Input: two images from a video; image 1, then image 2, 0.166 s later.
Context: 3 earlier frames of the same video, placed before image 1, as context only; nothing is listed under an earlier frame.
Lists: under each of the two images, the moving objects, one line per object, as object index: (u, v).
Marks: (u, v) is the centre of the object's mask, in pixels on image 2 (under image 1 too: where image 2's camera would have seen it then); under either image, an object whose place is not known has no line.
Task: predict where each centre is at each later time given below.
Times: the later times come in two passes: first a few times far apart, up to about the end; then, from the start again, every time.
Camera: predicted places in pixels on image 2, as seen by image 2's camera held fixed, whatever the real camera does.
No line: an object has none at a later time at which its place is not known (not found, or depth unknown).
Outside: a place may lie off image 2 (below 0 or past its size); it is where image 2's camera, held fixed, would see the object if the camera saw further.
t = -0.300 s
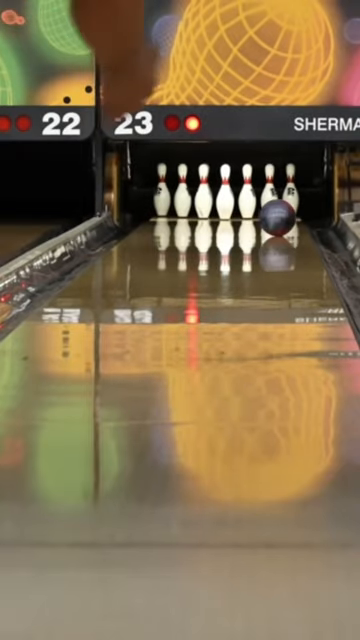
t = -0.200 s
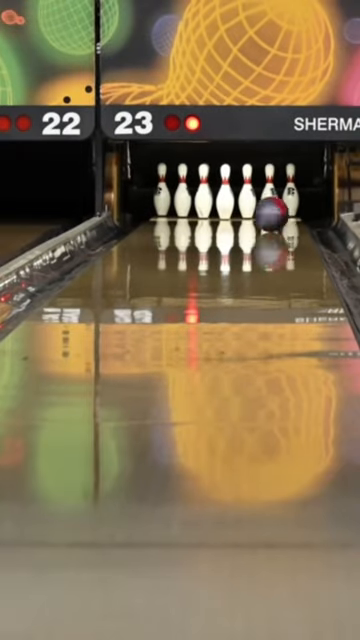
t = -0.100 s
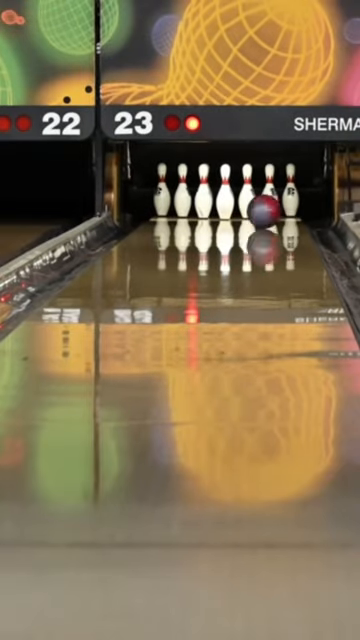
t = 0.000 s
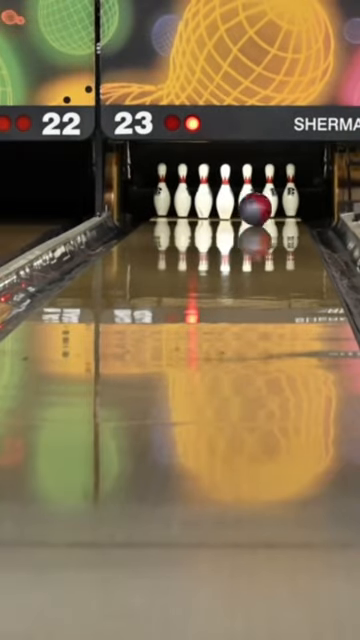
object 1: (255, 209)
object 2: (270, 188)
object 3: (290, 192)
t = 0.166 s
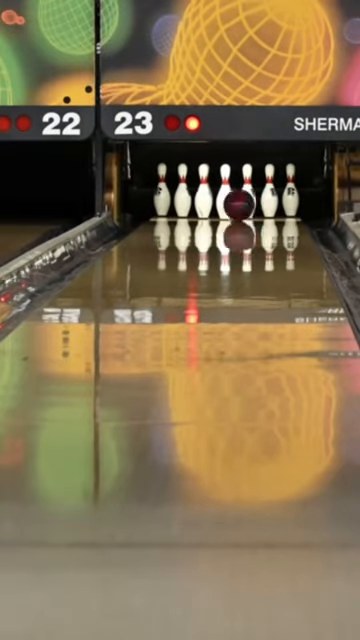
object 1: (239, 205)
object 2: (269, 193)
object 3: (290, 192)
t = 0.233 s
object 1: (239, 203)
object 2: (269, 193)
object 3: (290, 192)
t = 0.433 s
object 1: (243, 201)
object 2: (300, 194)
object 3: (283, 192)
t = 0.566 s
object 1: (245, 204)
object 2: (299, 208)
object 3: (269, 195)
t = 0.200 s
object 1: (238, 203)
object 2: (269, 193)
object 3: (290, 192)
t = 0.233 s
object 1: (239, 203)
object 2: (269, 193)
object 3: (290, 192)
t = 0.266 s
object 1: (238, 203)
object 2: (272, 193)
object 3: (291, 192)
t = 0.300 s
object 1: (238, 202)
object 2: (277, 186)
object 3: (292, 193)
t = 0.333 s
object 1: (239, 203)
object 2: (304, 196)
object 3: (289, 194)
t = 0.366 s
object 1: (240, 202)
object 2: (310, 195)
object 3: (290, 193)
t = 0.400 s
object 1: (242, 202)
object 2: (302, 193)
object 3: (288, 193)
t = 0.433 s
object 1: (243, 201)
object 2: (300, 194)
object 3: (283, 192)
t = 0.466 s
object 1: (244, 202)
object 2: (297, 197)
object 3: (277, 192)
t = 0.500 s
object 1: (246, 201)
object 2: (297, 201)
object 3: (271, 193)
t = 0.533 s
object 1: (246, 203)
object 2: (297, 208)
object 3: (270, 193)
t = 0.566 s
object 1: (245, 204)
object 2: (299, 208)
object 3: (269, 195)
